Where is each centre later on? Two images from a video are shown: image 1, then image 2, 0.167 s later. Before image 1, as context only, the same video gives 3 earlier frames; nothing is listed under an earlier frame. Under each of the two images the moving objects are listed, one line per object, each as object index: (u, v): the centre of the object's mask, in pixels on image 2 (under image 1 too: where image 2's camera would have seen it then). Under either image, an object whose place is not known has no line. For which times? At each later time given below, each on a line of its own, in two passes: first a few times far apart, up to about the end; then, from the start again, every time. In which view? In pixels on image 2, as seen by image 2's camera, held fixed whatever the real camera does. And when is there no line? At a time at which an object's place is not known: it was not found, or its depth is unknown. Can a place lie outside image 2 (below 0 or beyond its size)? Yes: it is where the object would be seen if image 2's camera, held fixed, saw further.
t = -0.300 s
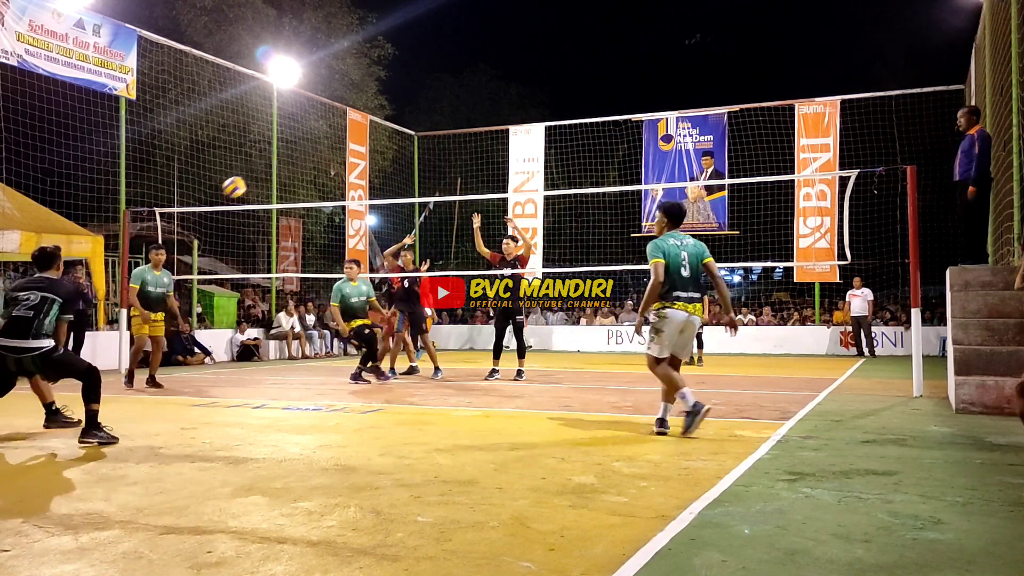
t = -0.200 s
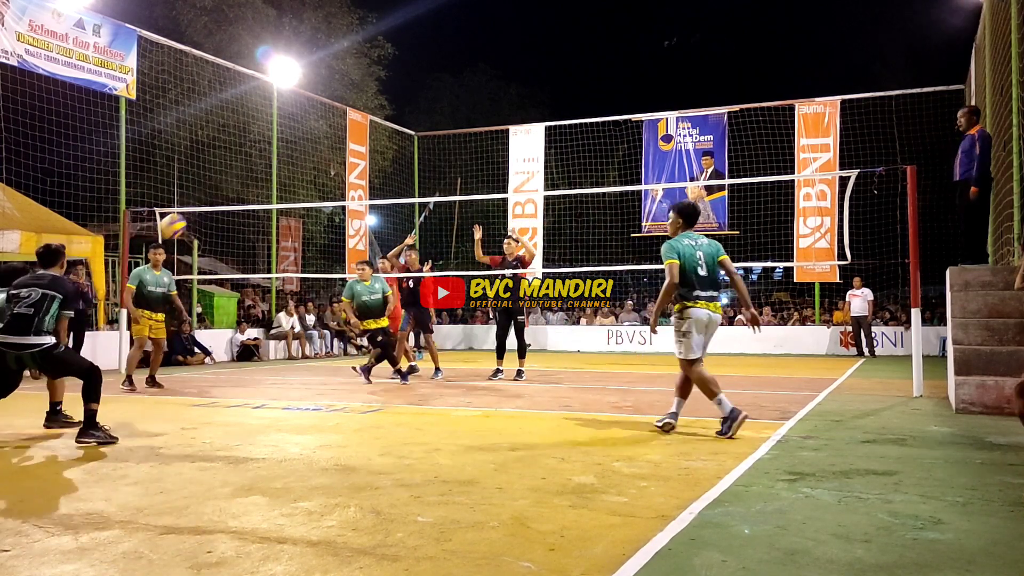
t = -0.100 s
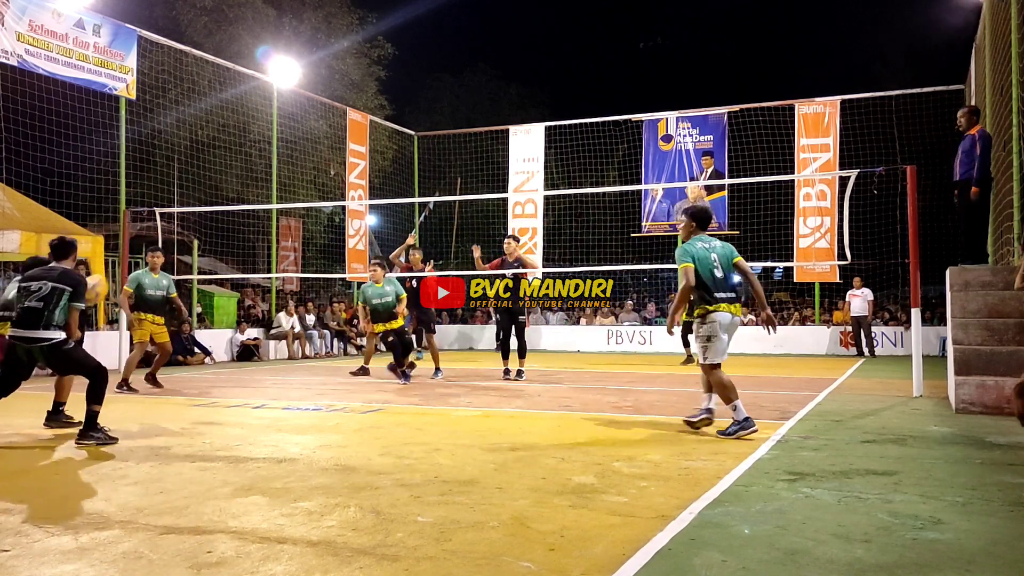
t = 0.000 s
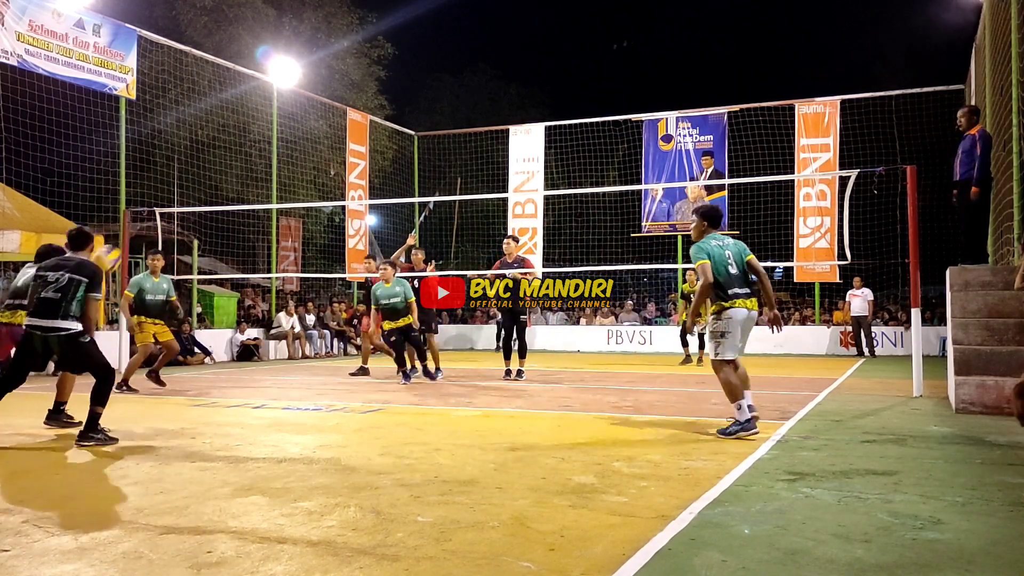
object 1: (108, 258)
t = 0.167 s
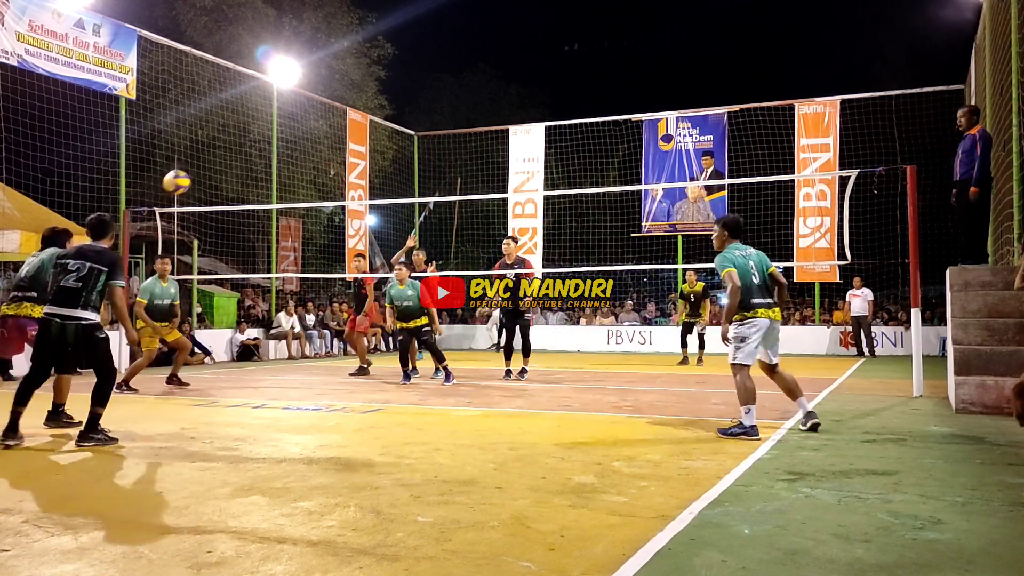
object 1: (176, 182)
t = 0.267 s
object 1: (213, 155)
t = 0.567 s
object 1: (301, 137)
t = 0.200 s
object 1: (189, 172)
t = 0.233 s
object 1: (201, 162)
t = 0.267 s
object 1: (213, 155)
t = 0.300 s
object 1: (224, 148)
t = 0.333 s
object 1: (234, 142)
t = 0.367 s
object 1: (246, 139)
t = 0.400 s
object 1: (255, 136)
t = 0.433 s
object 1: (264, 134)
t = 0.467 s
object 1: (274, 134)
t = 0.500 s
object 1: (284, 134)
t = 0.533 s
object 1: (293, 135)
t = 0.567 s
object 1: (301, 137)
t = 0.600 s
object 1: (310, 140)
